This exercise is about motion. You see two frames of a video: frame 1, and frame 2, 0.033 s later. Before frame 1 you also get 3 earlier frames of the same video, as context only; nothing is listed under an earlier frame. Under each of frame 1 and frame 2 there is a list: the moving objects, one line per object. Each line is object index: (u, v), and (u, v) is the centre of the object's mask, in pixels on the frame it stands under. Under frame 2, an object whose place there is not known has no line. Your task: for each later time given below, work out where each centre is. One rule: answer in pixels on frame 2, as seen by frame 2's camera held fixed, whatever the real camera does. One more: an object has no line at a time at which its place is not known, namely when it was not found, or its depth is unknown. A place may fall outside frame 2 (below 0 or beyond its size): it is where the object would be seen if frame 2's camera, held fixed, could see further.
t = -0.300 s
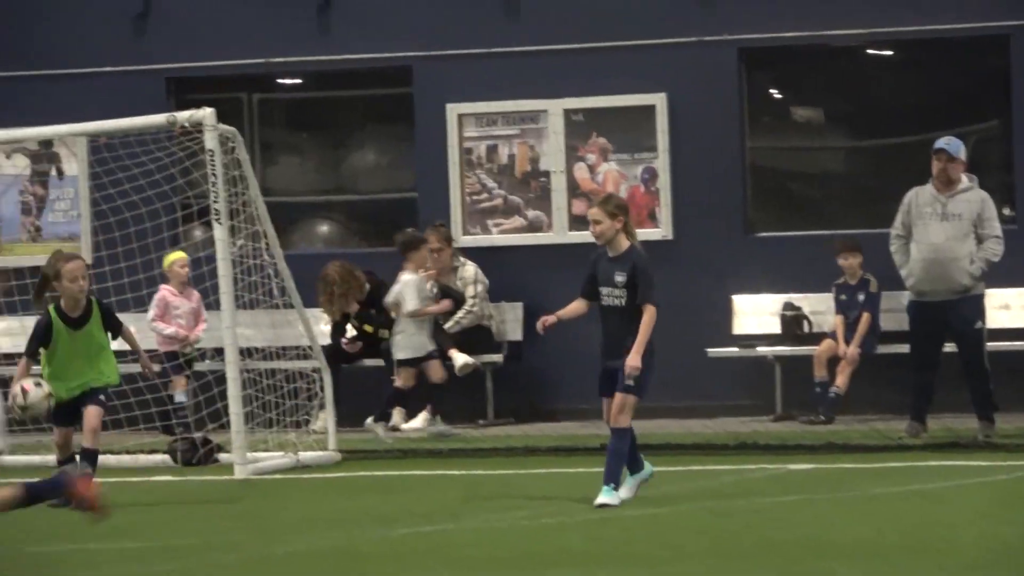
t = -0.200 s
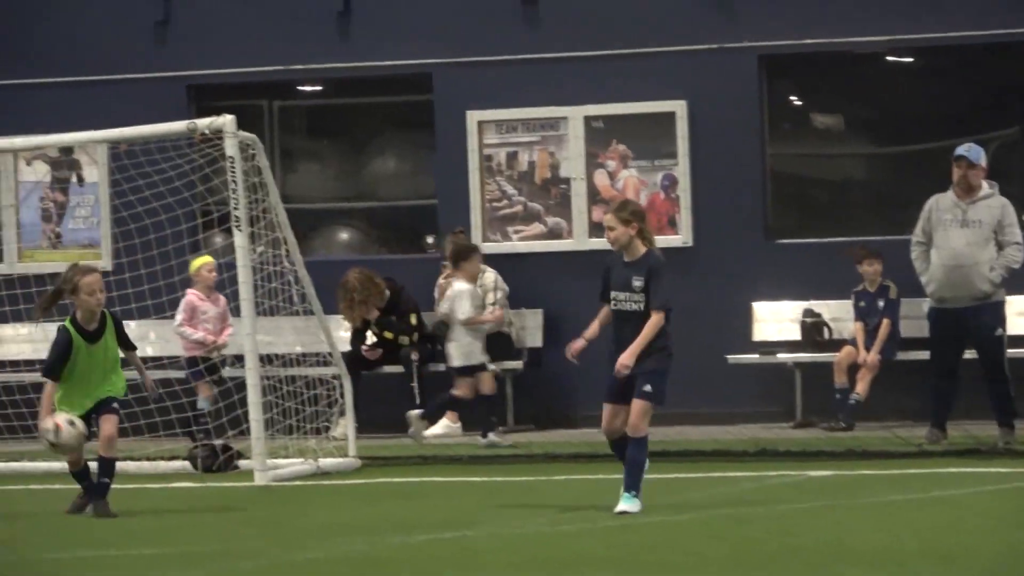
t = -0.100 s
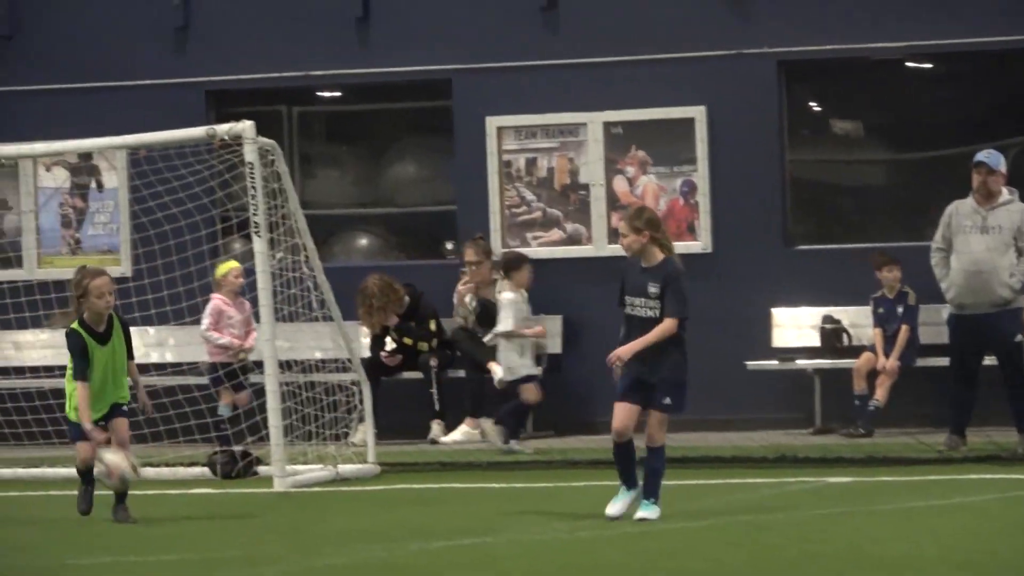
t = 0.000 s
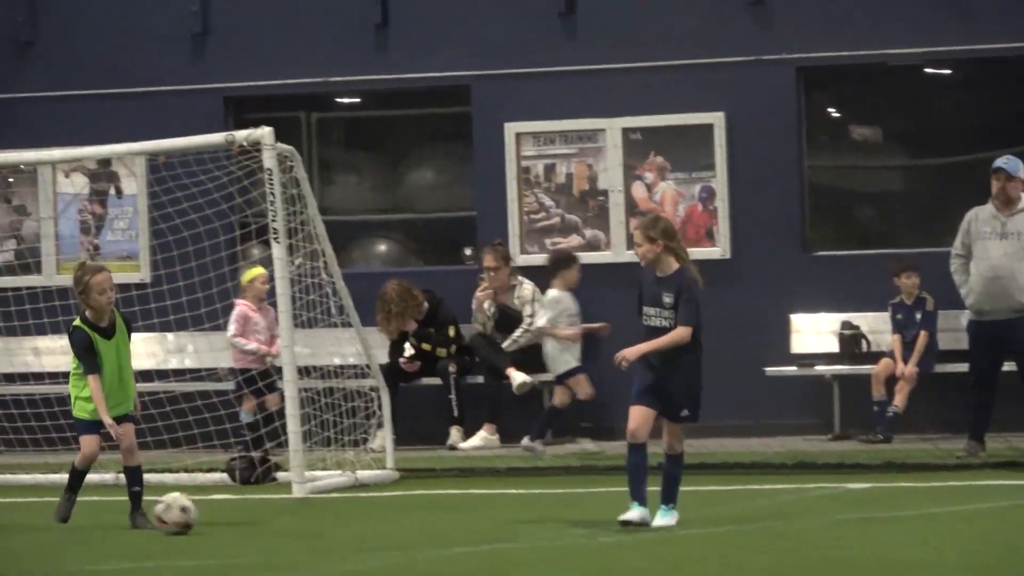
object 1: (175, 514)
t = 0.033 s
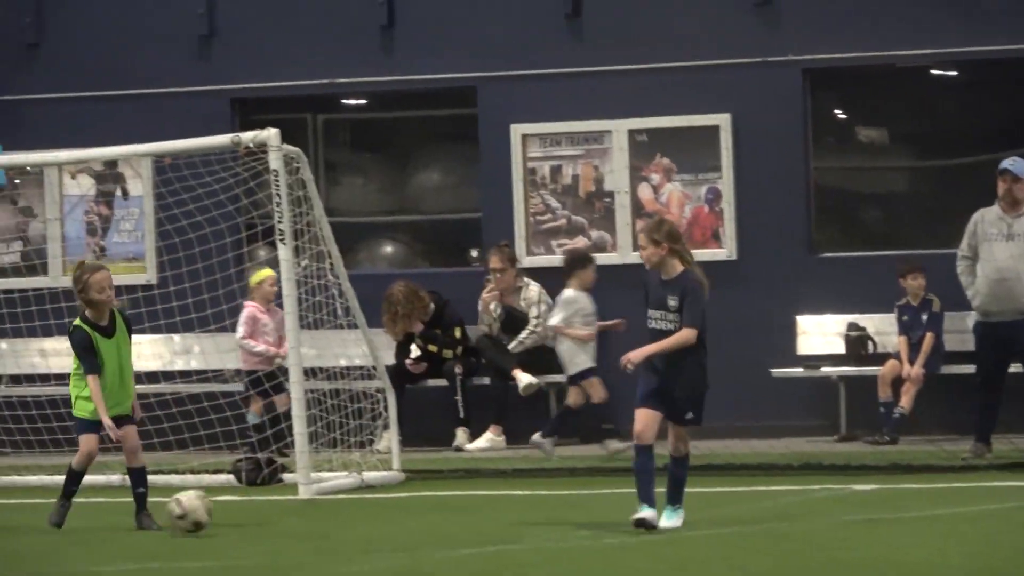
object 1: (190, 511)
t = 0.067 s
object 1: (198, 508)
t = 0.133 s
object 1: (213, 508)
